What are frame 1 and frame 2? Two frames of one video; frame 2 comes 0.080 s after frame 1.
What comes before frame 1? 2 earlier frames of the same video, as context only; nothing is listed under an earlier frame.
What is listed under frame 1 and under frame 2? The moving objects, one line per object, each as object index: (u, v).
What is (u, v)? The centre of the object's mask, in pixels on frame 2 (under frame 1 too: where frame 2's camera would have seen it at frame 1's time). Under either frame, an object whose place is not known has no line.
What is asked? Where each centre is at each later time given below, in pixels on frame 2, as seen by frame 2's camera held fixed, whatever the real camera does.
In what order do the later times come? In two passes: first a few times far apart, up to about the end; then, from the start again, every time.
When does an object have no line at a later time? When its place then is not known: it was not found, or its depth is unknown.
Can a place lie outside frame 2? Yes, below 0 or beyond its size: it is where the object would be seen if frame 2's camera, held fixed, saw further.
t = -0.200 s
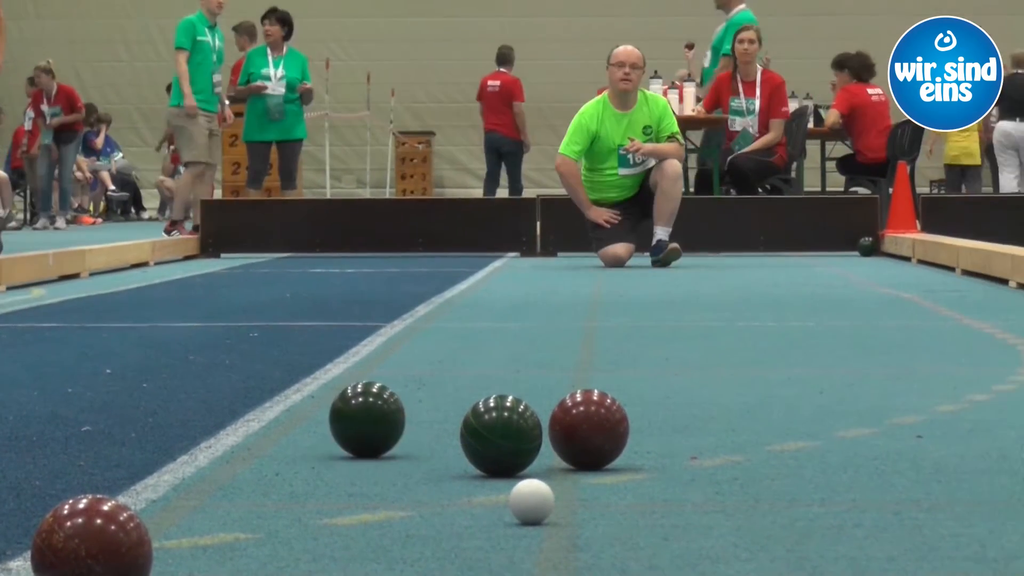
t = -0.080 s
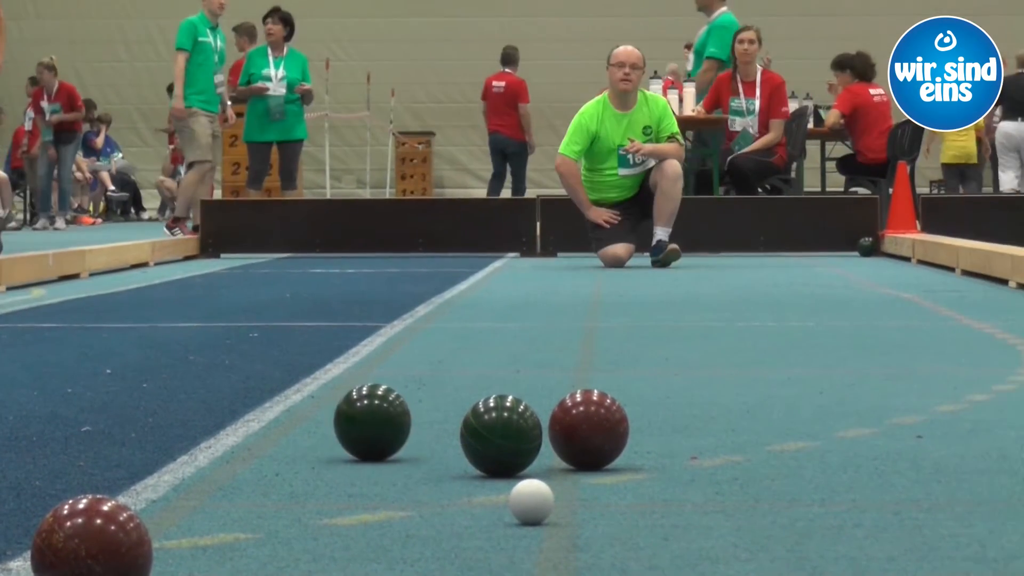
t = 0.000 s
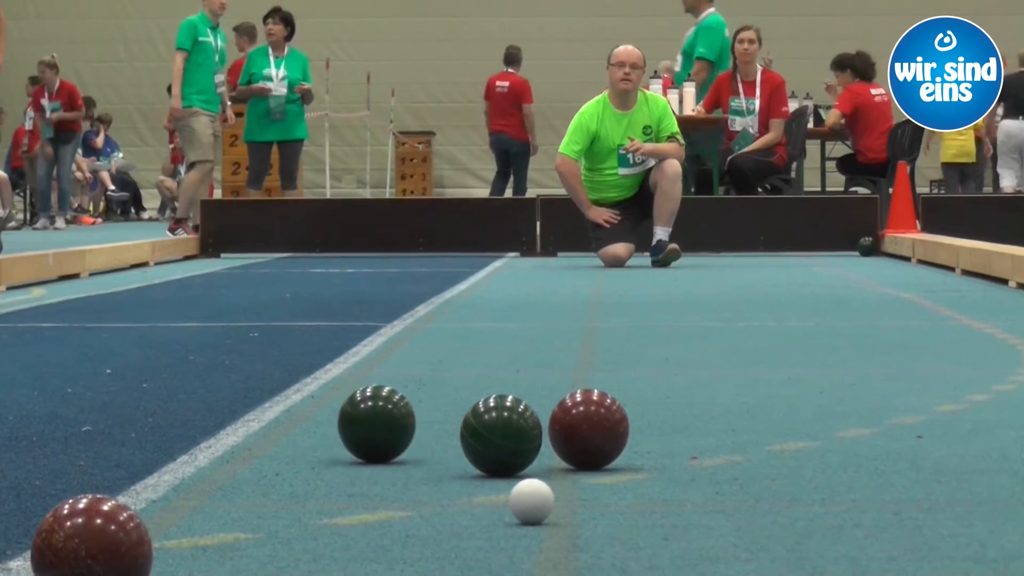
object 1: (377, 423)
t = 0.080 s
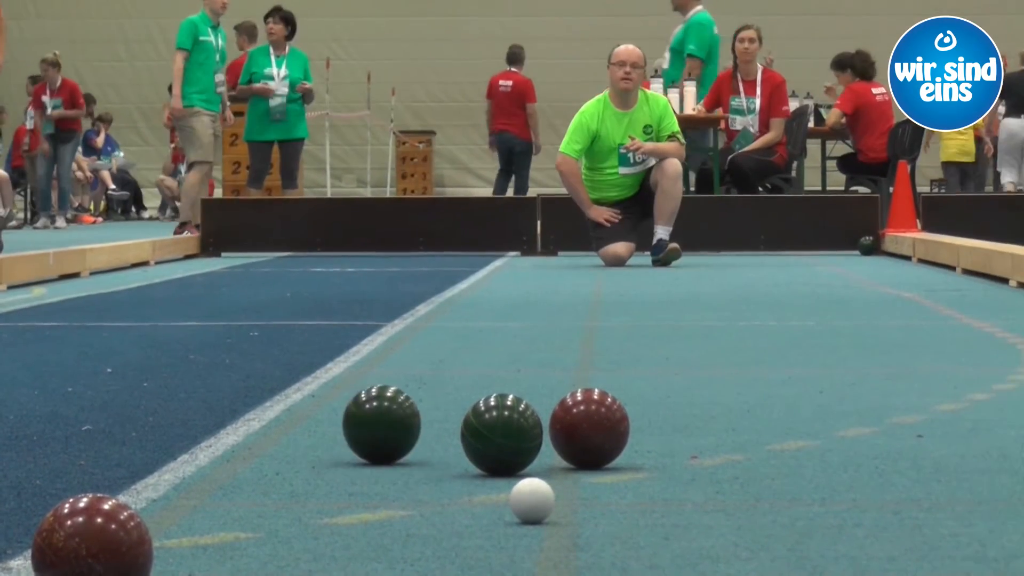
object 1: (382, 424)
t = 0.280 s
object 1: (393, 430)
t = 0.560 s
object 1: (411, 436)
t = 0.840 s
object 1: (431, 442)
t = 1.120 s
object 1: (453, 447)
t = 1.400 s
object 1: (474, 452)
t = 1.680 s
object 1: (492, 456)
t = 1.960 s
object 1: (505, 459)
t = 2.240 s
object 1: (518, 462)
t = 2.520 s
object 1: (530, 465)
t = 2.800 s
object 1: (538, 469)
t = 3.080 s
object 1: (529, 471)
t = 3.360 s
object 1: (509, 474)
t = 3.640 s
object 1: (494, 476)
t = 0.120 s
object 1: (384, 425)
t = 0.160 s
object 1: (386, 427)
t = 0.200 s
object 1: (388, 428)
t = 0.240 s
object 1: (391, 429)
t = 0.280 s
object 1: (393, 430)
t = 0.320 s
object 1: (395, 431)
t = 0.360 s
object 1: (398, 431)
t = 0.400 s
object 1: (401, 432)
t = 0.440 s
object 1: (403, 433)
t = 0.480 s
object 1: (406, 434)
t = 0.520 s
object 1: (409, 435)
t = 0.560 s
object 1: (411, 436)
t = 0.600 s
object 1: (414, 437)
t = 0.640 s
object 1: (417, 437)
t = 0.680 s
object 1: (419, 438)
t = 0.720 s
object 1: (422, 439)
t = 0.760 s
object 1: (425, 440)
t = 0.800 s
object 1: (427, 441)
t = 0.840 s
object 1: (431, 442)
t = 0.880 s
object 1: (434, 443)
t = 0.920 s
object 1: (437, 443)
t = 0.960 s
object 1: (440, 444)
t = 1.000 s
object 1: (443, 445)
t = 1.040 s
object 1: (446, 445)
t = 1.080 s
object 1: (450, 446)
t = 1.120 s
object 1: (453, 447)
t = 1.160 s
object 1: (457, 448)
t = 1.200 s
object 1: (460, 449)
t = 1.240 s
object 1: (463, 450)
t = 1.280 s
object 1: (466, 451)
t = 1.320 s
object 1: (469, 451)
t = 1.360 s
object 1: (472, 452)
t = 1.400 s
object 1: (474, 452)
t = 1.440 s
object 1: (477, 454)
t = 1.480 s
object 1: (480, 454)
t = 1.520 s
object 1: (483, 455)
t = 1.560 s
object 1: (485, 456)
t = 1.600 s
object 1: (487, 456)
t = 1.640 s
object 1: (489, 457)
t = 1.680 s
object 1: (492, 456)
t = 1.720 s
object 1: (494, 457)
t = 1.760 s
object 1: (496, 457)
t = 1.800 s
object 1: (498, 458)
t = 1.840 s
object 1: (500, 458)
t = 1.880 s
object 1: (502, 458)
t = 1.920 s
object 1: (503, 459)
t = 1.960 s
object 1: (505, 459)
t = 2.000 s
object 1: (507, 460)
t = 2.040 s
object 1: (508, 460)
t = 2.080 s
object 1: (510, 460)
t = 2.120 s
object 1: (511, 461)
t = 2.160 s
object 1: (513, 461)
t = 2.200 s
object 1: (516, 461)
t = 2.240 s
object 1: (518, 462)
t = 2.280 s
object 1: (520, 462)
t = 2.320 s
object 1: (522, 463)
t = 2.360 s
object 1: (523, 463)
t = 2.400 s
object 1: (525, 464)
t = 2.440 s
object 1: (526, 464)
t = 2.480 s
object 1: (528, 464)
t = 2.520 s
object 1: (530, 465)
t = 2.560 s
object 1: (531, 466)
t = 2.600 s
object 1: (533, 466)
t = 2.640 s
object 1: (535, 466)
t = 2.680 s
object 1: (536, 467)
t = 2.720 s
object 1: (538, 468)
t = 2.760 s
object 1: (538, 468)
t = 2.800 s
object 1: (538, 469)
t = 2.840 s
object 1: (538, 470)
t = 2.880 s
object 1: (537, 470)
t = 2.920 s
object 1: (536, 470)
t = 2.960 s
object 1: (535, 470)
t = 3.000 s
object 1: (534, 470)
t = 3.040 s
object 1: (532, 471)
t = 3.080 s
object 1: (529, 471)
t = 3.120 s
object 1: (527, 471)
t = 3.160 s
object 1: (524, 472)
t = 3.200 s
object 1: (520, 472)
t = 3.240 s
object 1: (517, 473)
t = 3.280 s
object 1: (514, 473)
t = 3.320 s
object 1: (511, 473)
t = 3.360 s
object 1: (509, 474)
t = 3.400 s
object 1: (506, 474)
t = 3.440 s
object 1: (504, 475)
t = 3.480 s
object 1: (502, 475)
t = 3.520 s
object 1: (500, 475)
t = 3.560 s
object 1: (498, 476)
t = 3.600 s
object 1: (496, 476)
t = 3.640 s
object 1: (494, 476)
